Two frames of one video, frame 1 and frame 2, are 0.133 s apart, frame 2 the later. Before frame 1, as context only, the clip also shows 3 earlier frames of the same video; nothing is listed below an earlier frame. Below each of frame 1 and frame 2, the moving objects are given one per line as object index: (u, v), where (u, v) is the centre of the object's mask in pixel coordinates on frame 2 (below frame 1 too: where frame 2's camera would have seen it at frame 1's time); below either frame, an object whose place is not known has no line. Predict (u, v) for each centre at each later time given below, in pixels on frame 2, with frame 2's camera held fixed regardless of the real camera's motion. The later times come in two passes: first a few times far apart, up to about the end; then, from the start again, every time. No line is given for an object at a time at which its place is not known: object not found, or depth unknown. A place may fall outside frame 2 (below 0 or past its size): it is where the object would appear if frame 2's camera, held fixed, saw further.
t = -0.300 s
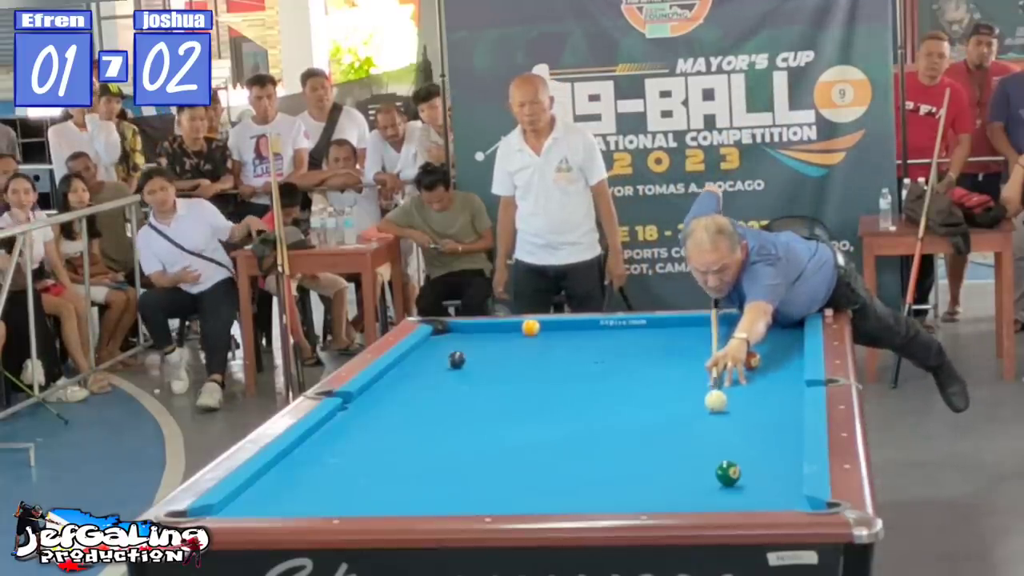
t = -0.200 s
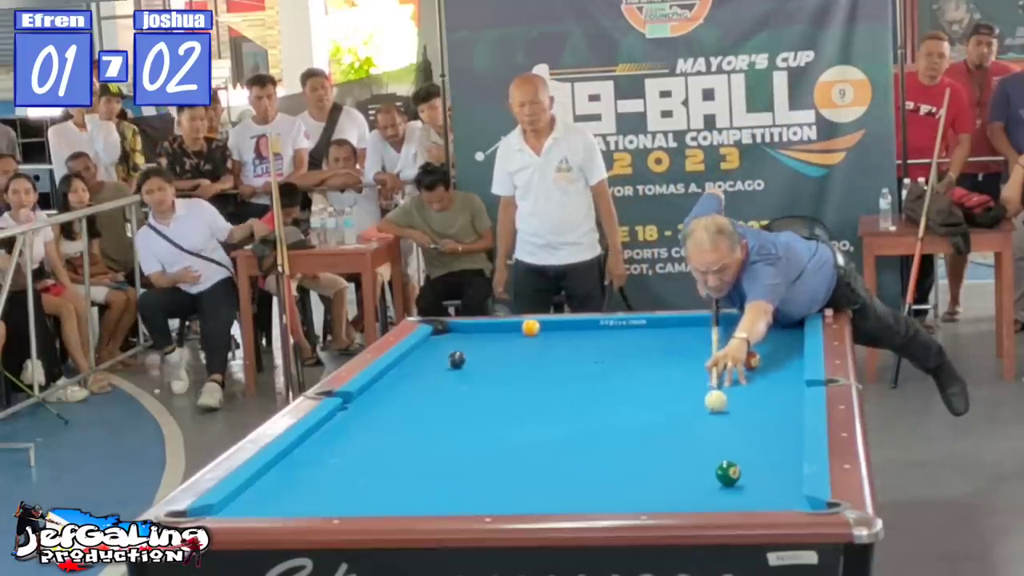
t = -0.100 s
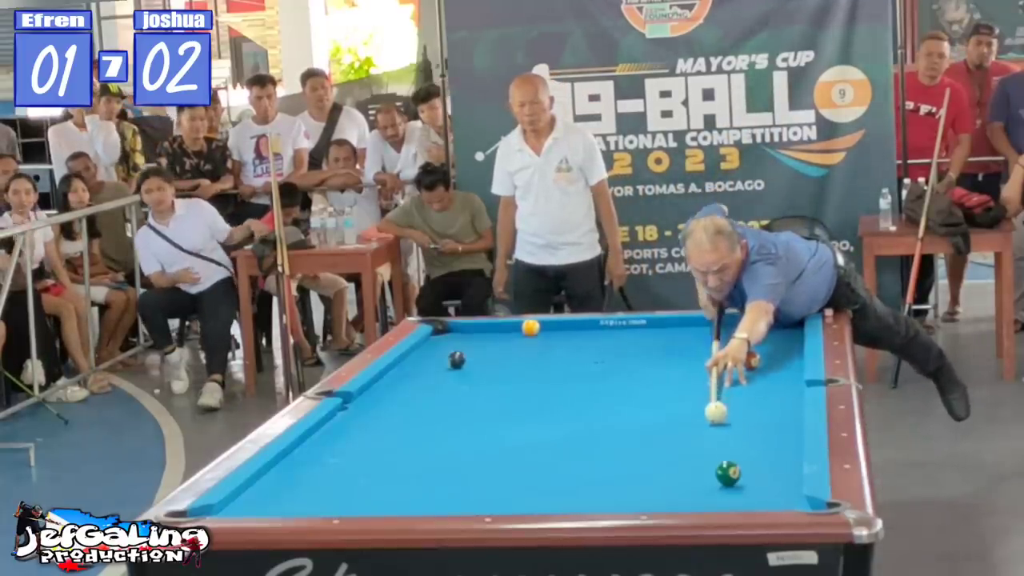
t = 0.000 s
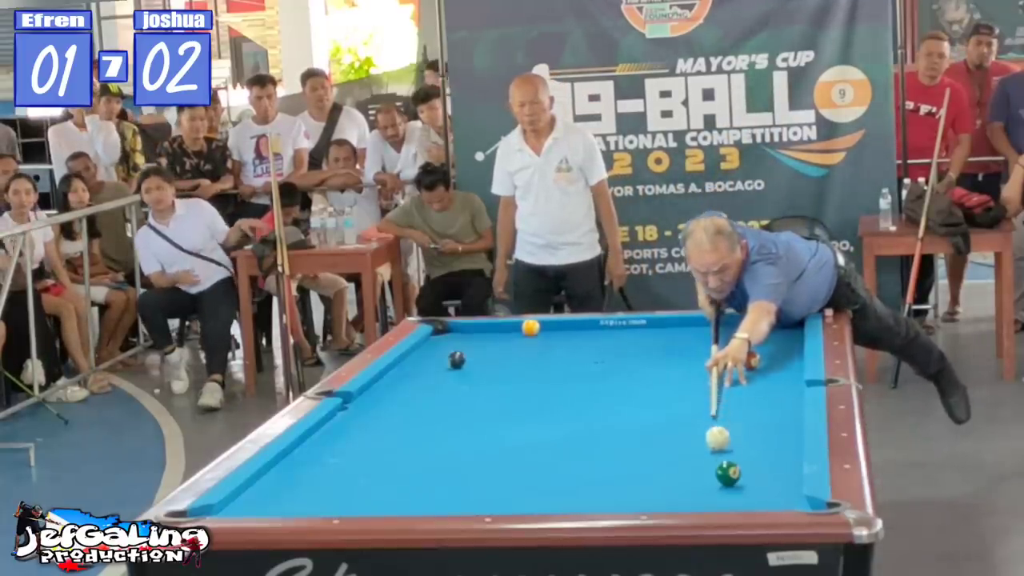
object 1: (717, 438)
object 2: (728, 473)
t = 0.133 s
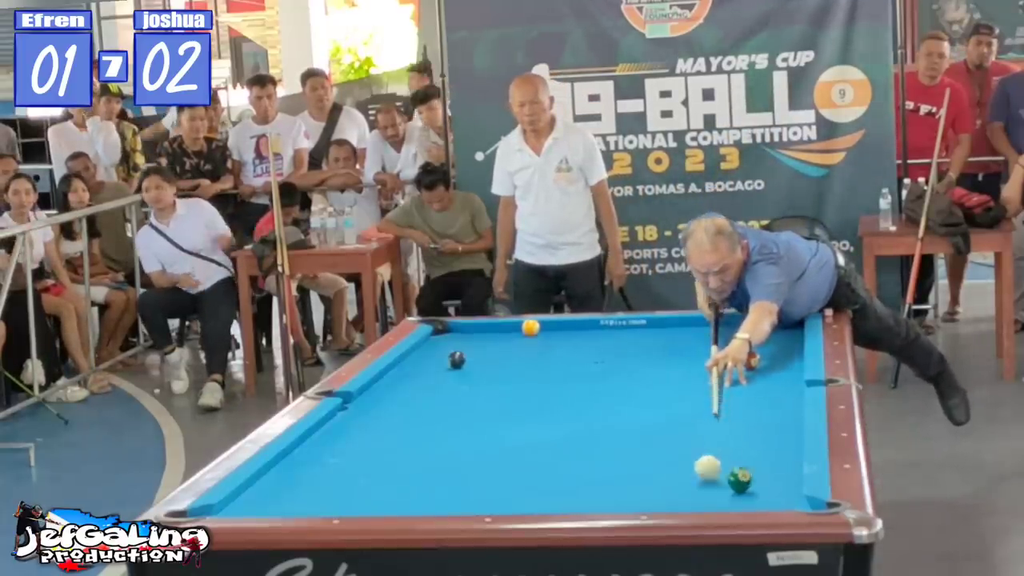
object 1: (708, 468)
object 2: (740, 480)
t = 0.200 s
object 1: (682, 473)
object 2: (768, 494)
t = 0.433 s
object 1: (606, 486)
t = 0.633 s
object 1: (540, 497)
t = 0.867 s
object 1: (463, 503)
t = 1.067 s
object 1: (406, 500)
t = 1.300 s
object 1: (344, 497)
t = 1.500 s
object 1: (293, 494)
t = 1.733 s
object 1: (256, 488)
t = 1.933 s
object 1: (291, 481)
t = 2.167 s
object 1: (328, 473)
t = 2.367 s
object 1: (357, 467)
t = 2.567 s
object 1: (386, 461)
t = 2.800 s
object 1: (417, 454)
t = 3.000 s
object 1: (441, 449)
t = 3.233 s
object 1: (468, 444)
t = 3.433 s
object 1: (490, 439)
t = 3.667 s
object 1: (513, 434)
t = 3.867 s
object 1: (532, 430)
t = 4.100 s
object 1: (552, 426)
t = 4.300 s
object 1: (568, 423)
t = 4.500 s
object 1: (582, 420)
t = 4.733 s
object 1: (598, 416)
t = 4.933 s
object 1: (610, 414)
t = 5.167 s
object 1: (623, 410)
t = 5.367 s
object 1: (632, 409)
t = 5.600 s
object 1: (643, 407)
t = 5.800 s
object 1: (650, 405)
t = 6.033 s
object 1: (658, 403)
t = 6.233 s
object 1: (663, 402)
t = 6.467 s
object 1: (669, 401)
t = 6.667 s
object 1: (672, 400)
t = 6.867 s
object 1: (674, 399)
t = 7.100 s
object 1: (677, 399)
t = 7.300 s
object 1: (677, 399)
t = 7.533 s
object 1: (678, 399)
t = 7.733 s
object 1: (678, 398)
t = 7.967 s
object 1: (678, 398)
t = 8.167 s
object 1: (678, 398)
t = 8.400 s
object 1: (678, 398)
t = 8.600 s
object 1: (678, 398)
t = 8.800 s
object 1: (678, 398)
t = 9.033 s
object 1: (678, 398)
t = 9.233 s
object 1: (678, 398)
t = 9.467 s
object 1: (678, 398)
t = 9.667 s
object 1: (678, 398)
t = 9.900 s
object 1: (678, 398)
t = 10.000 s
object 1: (678, 398)
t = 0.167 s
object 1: (694, 470)
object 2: (754, 488)
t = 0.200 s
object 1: (682, 473)
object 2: (768, 494)
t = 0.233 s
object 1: (671, 474)
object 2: (783, 499)
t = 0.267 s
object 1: (660, 476)
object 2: (797, 506)
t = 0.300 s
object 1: (649, 478)
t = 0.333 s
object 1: (639, 480)
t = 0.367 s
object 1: (628, 482)
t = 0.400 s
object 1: (617, 484)
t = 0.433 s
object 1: (606, 486)
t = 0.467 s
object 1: (595, 488)
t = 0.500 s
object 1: (584, 490)
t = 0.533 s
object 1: (573, 492)
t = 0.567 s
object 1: (562, 493)
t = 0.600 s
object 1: (551, 495)
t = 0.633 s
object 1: (540, 497)
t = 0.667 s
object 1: (529, 498)
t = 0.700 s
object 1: (518, 499)
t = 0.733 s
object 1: (506, 500)
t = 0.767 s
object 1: (495, 502)
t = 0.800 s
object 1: (484, 502)
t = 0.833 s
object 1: (473, 504)
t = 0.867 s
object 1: (463, 503)
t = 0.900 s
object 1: (454, 503)
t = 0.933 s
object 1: (444, 502)
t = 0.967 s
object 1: (434, 502)
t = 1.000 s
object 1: (425, 501)
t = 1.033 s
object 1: (415, 501)
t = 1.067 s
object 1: (406, 500)
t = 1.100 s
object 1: (397, 500)
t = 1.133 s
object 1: (388, 500)
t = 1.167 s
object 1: (379, 499)
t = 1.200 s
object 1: (370, 499)
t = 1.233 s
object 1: (361, 498)
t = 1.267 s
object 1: (352, 498)
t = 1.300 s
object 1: (344, 497)
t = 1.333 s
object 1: (335, 496)
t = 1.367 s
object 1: (327, 496)
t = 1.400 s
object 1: (318, 496)
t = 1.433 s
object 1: (310, 495)
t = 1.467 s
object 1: (302, 495)
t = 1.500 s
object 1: (293, 494)
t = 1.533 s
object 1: (285, 493)
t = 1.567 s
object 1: (277, 493)
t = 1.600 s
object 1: (269, 492)
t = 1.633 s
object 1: (261, 491)
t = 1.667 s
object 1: (254, 490)
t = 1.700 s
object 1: (248, 489)
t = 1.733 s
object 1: (256, 488)
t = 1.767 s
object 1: (263, 487)
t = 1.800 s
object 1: (268, 486)
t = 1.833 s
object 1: (274, 485)
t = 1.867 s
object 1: (280, 483)
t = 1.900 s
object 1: (286, 482)
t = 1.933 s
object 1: (291, 481)
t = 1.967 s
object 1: (296, 480)
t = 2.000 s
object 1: (302, 479)
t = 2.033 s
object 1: (307, 478)
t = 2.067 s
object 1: (312, 476)
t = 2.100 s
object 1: (318, 475)
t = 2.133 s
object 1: (323, 474)
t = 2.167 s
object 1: (328, 473)
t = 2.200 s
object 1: (333, 472)
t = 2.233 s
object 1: (338, 471)
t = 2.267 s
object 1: (343, 470)
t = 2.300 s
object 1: (348, 469)
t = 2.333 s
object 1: (353, 468)
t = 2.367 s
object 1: (357, 467)
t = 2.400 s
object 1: (362, 466)
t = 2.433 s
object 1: (367, 465)
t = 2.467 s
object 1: (372, 464)
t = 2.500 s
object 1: (377, 463)
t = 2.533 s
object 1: (381, 462)
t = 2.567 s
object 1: (386, 461)
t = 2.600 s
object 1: (390, 460)
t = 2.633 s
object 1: (395, 459)
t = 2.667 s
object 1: (399, 458)
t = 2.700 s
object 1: (404, 457)
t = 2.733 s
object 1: (408, 456)
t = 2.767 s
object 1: (412, 455)
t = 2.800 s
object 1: (417, 454)
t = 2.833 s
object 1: (421, 453)
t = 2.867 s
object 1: (425, 453)
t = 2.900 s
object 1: (429, 452)
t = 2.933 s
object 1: (433, 451)
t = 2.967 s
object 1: (437, 450)
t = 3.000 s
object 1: (441, 449)
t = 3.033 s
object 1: (445, 448)
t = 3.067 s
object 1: (449, 447)
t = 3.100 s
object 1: (453, 447)
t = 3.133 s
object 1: (457, 446)
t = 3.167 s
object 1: (461, 445)
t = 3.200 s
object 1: (464, 444)
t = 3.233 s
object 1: (468, 444)
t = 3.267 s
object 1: (472, 443)
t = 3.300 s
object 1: (475, 442)
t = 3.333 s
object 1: (479, 442)
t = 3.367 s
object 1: (482, 440)
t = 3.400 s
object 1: (486, 440)
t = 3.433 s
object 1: (490, 439)
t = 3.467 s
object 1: (493, 438)
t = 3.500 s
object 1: (496, 437)
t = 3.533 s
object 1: (500, 437)
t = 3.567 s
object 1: (503, 436)
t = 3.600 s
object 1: (506, 435)
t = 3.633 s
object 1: (510, 435)
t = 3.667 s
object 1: (513, 434)
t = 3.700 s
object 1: (516, 434)
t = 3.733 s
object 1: (519, 433)
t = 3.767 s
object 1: (523, 432)
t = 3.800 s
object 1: (526, 432)
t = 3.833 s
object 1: (529, 431)
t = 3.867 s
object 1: (532, 430)
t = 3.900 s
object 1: (535, 430)
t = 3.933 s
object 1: (538, 429)
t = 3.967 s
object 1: (541, 429)
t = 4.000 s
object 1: (544, 428)
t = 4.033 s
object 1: (546, 427)
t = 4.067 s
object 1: (549, 427)
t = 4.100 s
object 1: (552, 426)
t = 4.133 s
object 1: (555, 426)
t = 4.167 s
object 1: (557, 425)
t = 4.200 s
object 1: (560, 424)
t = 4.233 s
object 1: (563, 424)
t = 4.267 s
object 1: (565, 423)
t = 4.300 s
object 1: (568, 423)
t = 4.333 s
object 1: (570, 422)
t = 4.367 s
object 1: (573, 422)
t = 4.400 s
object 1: (575, 421)
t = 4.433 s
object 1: (578, 421)
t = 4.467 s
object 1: (580, 420)
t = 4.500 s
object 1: (582, 420)
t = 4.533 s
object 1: (585, 419)
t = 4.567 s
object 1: (587, 418)
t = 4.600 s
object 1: (589, 418)
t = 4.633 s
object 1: (592, 418)
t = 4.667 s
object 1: (594, 417)
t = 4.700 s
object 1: (596, 416)
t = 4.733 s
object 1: (598, 416)
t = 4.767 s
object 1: (601, 415)
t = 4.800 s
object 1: (602, 415)
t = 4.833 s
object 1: (604, 415)
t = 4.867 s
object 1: (606, 414)
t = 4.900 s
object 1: (608, 414)
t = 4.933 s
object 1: (610, 414)
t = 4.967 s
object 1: (612, 413)
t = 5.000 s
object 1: (614, 413)
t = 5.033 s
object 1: (616, 412)
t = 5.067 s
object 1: (618, 412)
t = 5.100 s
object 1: (619, 412)
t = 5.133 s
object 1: (621, 411)
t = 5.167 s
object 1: (623, 410)
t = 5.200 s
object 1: (625, 410)
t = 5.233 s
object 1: (626, 410)
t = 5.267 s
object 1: (628, 410)
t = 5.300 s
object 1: (630, 410)
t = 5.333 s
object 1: (631, 409)
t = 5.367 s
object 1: (632, 409)
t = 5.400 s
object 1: (634, 408)
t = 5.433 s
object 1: (636, 408)
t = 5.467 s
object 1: (638, 408)
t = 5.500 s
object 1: (639, 408)
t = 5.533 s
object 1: (640, 407)
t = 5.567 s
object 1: (642, 407)
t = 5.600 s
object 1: (643, 407)
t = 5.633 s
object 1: (644, 406)
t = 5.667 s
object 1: (645, 406)
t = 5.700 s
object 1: (646, 405)
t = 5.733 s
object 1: (648, 405)
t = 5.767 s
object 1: (649, 405)
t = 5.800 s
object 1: (650, 405)
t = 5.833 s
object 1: (651, 404)
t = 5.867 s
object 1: (652, 404)
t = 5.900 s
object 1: (653, 404)
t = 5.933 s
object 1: (655, 404)
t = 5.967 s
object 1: (656, 403)
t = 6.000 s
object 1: (656, 403)
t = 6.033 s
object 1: (658, 403)
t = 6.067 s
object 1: (659, 403)
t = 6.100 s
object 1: (660, 403)
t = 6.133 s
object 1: (661, 402)
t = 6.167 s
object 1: (662, 402)
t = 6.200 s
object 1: (662, 402)
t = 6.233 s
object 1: (663, 402)
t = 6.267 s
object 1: (664, 401)
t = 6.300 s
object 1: (665, 401)
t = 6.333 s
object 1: (665, 401)
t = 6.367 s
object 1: (667, 401)
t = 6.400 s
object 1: (667, 401)
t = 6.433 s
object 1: (668, 401)
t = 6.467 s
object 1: (669, 401)
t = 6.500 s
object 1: (669, 400)
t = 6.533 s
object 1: (670, 400)
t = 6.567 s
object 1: (670, 400)
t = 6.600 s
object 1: (671, 400)
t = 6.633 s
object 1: (671, 400)
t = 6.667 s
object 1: (672, 400)
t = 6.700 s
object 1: (672, 400)
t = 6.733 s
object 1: (673, 400)
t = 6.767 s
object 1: (673, 399)
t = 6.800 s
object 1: (674, 400)
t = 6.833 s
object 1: (674, 399)
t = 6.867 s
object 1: (674, 399)
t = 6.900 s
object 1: (675, 399)
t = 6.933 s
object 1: (675, 399)
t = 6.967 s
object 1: (676, 399)
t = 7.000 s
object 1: (676, 399)
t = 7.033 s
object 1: (676, 399)
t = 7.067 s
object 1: (676, 399)
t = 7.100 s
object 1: (677, 399)
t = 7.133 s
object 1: (677, 399)
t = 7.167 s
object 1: (677, 399)
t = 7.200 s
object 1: (677, 399)
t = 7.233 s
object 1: (677, 399)
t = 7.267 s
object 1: (678, 399)
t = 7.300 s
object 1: (677, 399)
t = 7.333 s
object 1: (678, 398)
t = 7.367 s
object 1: (678, 399)
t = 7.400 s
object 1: (678, 399)
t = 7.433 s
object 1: (678, 399)
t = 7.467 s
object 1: (678, 399)
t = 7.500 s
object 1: (678, 399)
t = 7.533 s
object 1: (678, 399)
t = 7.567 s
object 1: (678, 398)
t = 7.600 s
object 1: (678, 399)
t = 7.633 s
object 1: (678, 398)
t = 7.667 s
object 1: (678, 398)
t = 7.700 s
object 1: (678, 398)
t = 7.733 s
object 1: (678, 398)
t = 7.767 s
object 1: (678, 398)
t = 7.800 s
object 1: (678, 398)
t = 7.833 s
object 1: (678, 398)
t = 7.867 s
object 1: (678, 398)
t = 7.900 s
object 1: (678, 398)
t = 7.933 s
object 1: (678, 398)
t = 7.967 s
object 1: (678, 398)
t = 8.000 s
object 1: (678, 398)
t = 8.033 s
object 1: (678, 398)
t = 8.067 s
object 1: (678, 398)
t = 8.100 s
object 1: (678, 398)
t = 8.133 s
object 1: (678, 398)
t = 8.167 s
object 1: (678, 398)
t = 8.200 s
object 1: (678, 398)
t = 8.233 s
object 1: (678, 398)
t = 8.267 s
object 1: (678, 398)
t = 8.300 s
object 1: (678, 398)
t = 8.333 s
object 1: (678, 398)
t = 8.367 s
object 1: (678, 398)
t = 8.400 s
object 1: (678, 398)
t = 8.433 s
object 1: (678, 398)
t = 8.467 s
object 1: (678, 398)
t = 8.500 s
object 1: (678, 398)
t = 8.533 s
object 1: (678, 398)
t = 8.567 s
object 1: (678, 398)
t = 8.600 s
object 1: (678, 398)
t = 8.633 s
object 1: (678, 398)
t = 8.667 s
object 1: (678, 398)
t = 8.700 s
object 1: (678, 398)
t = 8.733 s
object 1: (678, 398)
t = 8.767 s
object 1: (678, 398)
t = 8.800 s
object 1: (678, 398)
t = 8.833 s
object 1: (678, 398)
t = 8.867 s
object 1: (678, 398)
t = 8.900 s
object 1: (678, 398)
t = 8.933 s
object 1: (678, 398)
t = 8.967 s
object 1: (678, 398)
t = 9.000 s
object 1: (678, 398)
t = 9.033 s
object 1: (678, 398)
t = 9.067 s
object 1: (678, 398)
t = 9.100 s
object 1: (678, 398)
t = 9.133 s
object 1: (678, 398)
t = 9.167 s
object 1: (678, 398)
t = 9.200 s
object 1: (678, 398)
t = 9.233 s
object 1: (678, 398)
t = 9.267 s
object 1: (678, 398)
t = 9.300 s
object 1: (678, 398)
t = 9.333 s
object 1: (678, 398)
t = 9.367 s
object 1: (678, 398)
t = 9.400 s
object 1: (678, 398)
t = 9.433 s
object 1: (678, 398)
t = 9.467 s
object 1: (678, 398)
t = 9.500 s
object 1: (678, 398)
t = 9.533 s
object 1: (678, 398)
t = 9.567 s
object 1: (678, 398)
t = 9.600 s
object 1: (678, 398)
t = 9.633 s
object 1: (678, 398)
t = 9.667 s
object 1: (678, 398)
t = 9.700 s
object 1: (678, 398)
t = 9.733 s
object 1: (678, 398)
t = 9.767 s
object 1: (678, 398)
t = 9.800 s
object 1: (678, 398)
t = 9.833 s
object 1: (678, 398)
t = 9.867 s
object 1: (678, 398)
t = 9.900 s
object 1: (678, 398)
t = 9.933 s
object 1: (678, 398)
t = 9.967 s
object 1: (678, 398)
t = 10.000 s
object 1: (678, 398)
